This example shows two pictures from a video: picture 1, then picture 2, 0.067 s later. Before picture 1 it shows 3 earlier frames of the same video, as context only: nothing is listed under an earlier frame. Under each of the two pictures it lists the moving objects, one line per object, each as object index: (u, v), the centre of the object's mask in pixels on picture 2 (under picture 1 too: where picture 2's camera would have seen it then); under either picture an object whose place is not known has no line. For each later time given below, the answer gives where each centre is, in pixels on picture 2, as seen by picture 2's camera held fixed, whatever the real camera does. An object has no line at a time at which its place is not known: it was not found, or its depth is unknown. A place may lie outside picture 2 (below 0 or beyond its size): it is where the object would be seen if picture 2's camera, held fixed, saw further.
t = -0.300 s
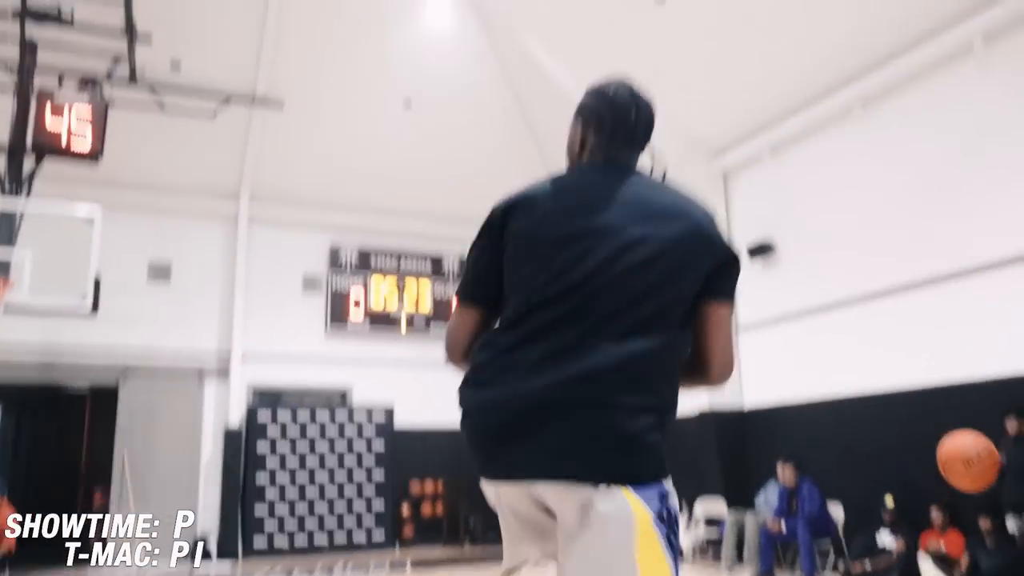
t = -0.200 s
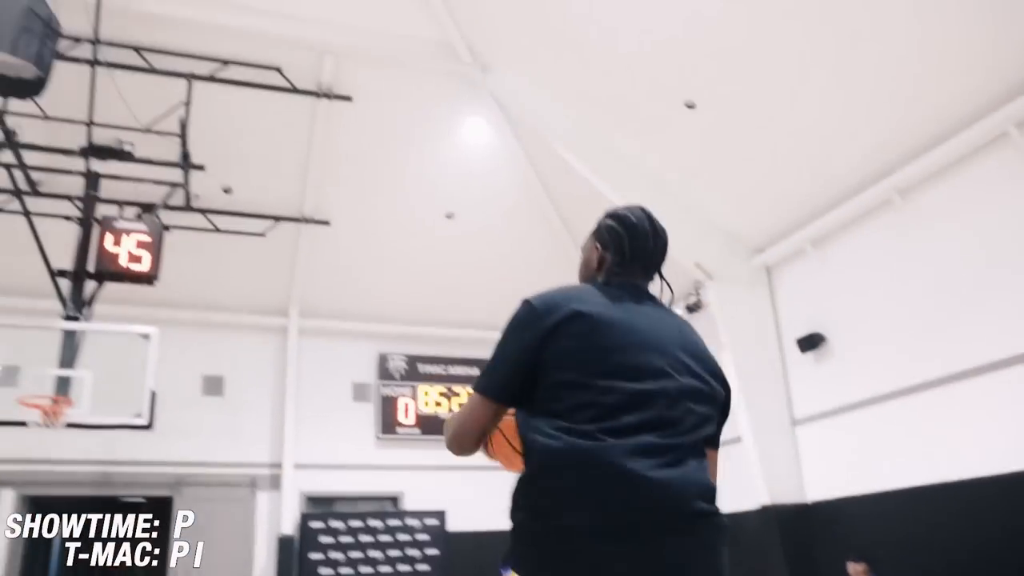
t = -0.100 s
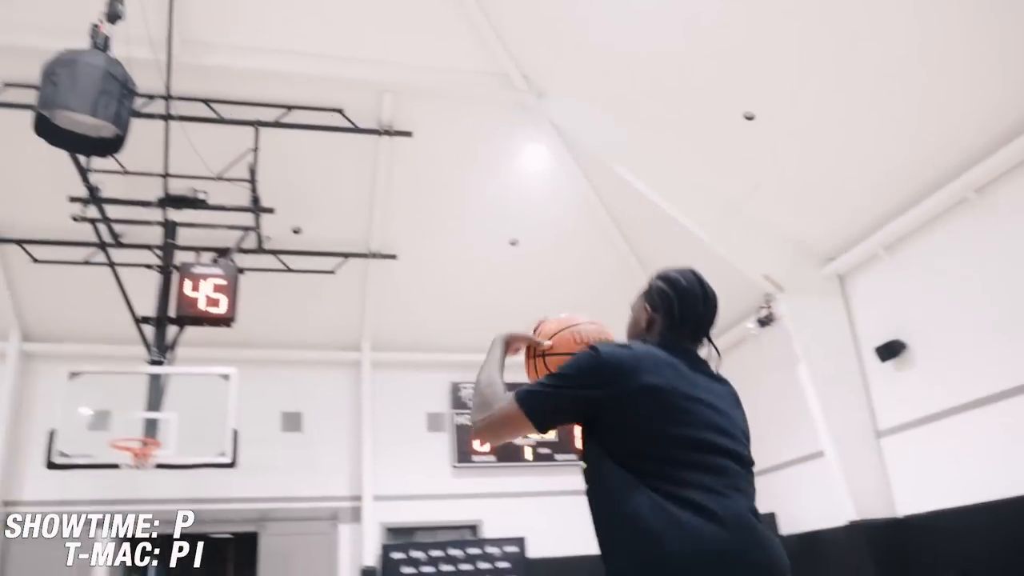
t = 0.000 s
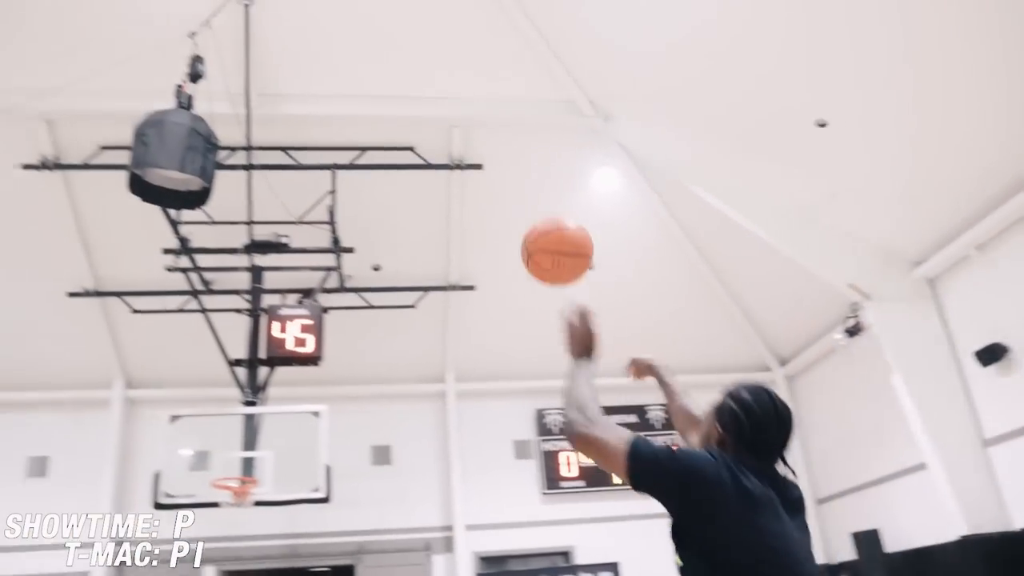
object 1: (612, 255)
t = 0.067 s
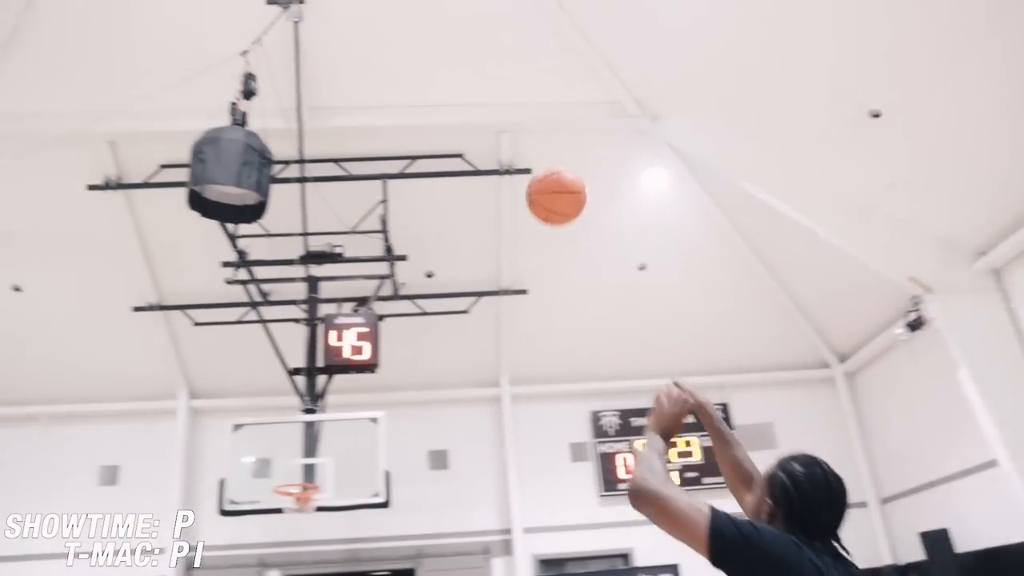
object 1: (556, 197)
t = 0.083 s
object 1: (546, 186)
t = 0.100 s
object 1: (536, 177)
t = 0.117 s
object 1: (526, 169)
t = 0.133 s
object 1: (518, 162)
